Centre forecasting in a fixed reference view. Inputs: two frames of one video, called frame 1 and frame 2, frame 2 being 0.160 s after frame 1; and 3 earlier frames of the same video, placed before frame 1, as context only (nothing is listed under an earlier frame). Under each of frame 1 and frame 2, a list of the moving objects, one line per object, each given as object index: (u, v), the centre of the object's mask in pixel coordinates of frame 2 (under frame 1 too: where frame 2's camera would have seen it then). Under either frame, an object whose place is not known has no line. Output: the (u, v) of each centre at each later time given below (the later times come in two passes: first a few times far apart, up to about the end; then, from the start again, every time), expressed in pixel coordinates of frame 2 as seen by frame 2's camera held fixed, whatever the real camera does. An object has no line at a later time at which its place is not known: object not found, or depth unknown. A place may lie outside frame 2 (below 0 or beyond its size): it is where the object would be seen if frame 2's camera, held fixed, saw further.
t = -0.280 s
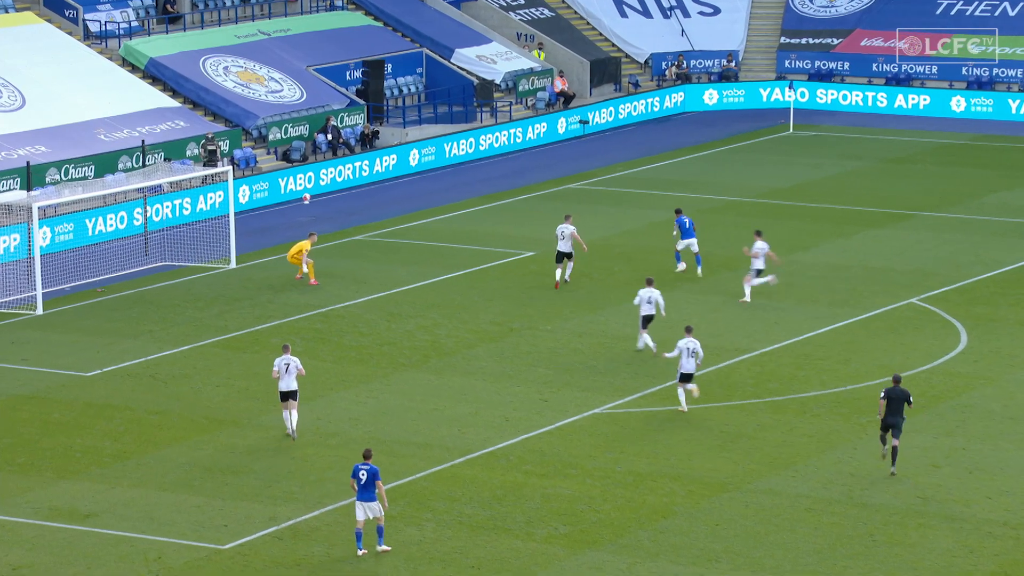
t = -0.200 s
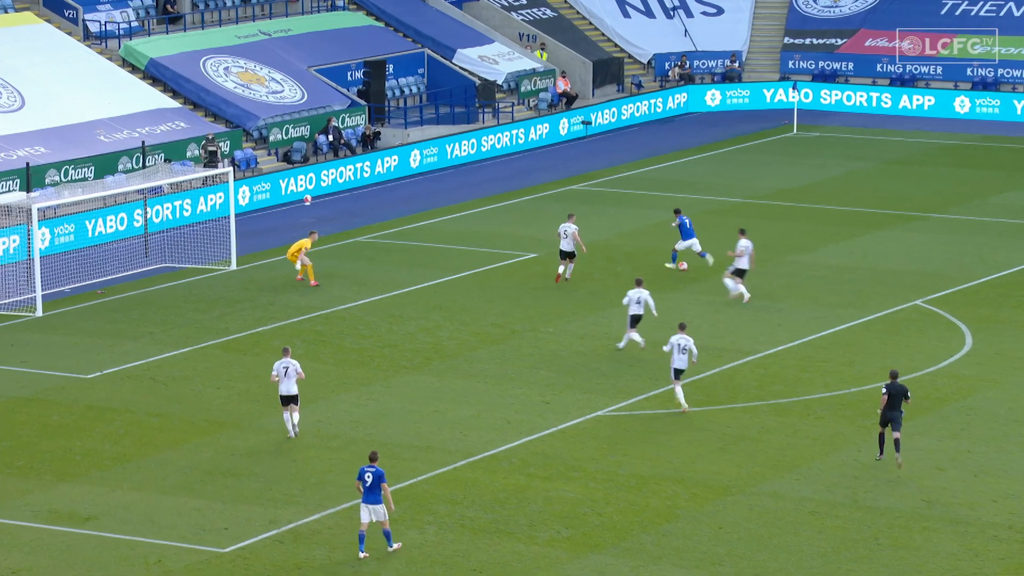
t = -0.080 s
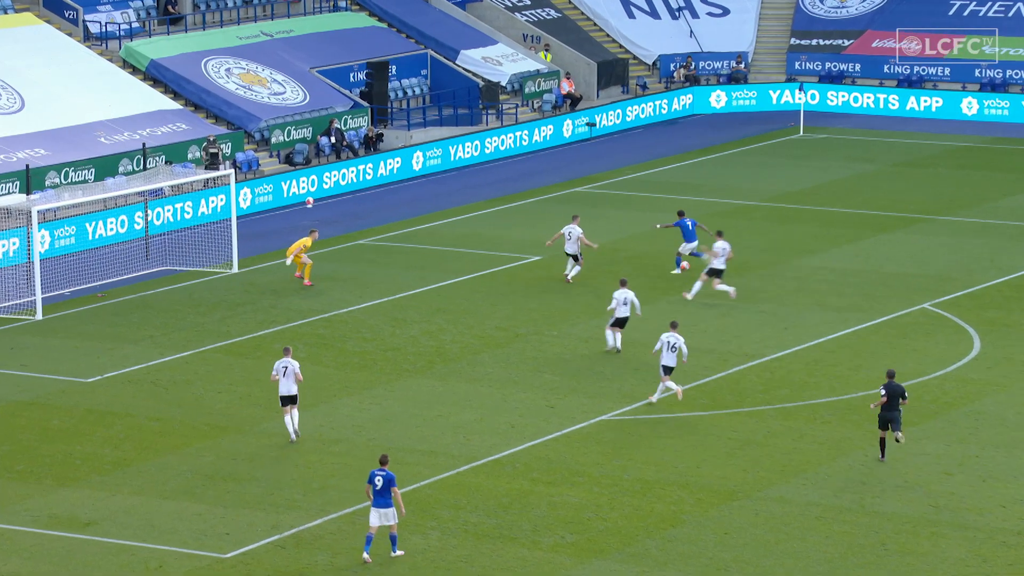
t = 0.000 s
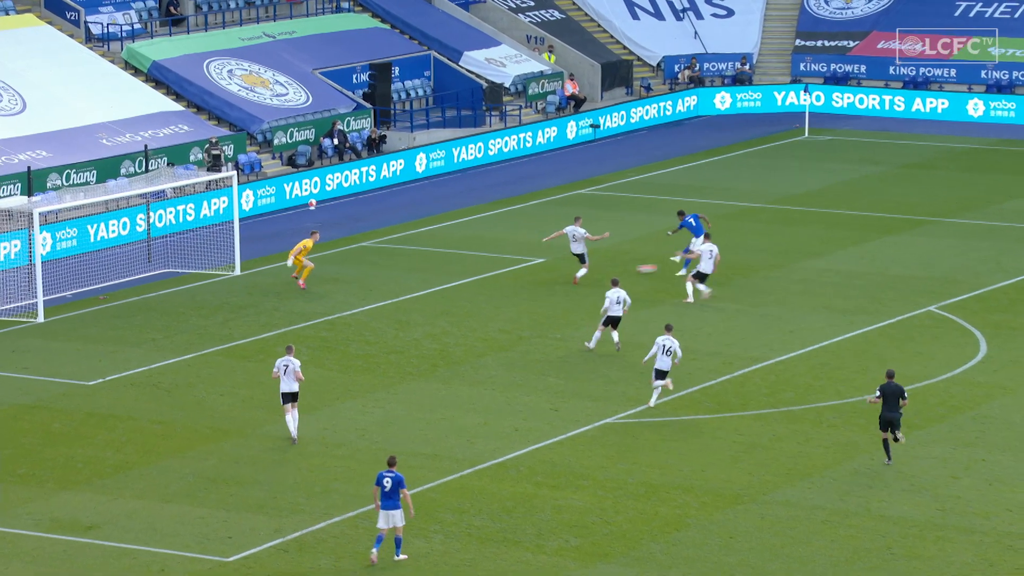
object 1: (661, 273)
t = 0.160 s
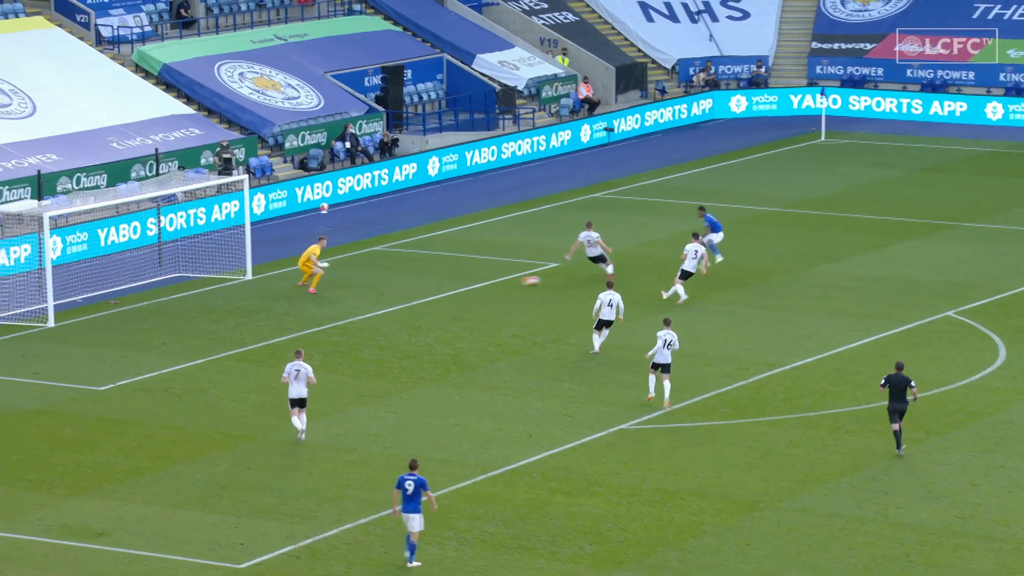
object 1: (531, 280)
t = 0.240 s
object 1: (471, 284)
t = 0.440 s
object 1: (334, 292)
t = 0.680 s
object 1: (189, 301)
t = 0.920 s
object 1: (59, 314)
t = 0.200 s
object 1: (500, 282)
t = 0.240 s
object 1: (471, 284)
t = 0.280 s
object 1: (441, 285)
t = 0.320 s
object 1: (414, 287)
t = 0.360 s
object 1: (386, 289)
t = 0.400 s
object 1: (360, 290)
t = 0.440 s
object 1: (334, 292)
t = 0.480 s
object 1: (308, 293)
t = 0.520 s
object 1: (283, 295)
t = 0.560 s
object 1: (259, 296)
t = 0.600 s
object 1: (235, 298)
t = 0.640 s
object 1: (211, 299)
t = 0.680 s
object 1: (189, 301)
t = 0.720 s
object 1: (166, 303)
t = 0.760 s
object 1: (144, 305)
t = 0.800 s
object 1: (122, 307)
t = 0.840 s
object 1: (100, 309)
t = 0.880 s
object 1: (78, 311)
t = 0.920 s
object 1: (59, 314)
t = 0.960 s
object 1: (37, 316)
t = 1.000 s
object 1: (19, 315)
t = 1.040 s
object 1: (6, 305)
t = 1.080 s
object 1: (-4, 297)
